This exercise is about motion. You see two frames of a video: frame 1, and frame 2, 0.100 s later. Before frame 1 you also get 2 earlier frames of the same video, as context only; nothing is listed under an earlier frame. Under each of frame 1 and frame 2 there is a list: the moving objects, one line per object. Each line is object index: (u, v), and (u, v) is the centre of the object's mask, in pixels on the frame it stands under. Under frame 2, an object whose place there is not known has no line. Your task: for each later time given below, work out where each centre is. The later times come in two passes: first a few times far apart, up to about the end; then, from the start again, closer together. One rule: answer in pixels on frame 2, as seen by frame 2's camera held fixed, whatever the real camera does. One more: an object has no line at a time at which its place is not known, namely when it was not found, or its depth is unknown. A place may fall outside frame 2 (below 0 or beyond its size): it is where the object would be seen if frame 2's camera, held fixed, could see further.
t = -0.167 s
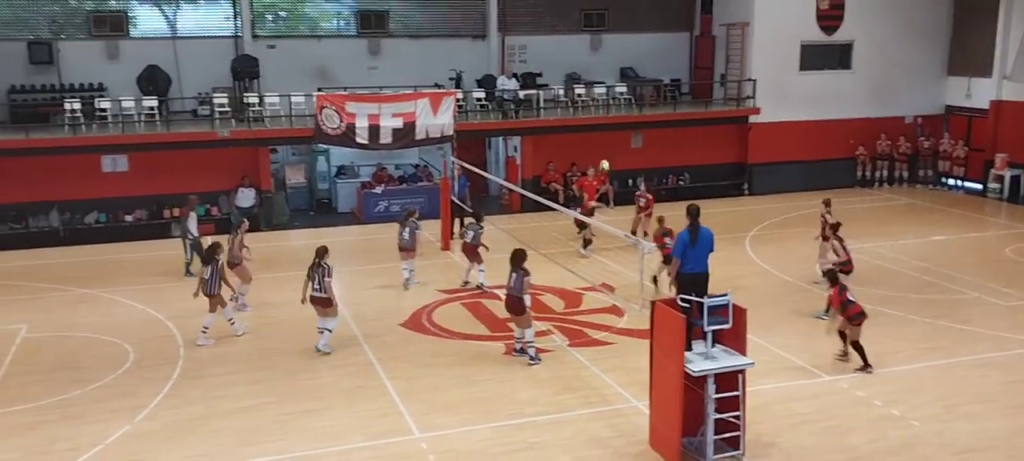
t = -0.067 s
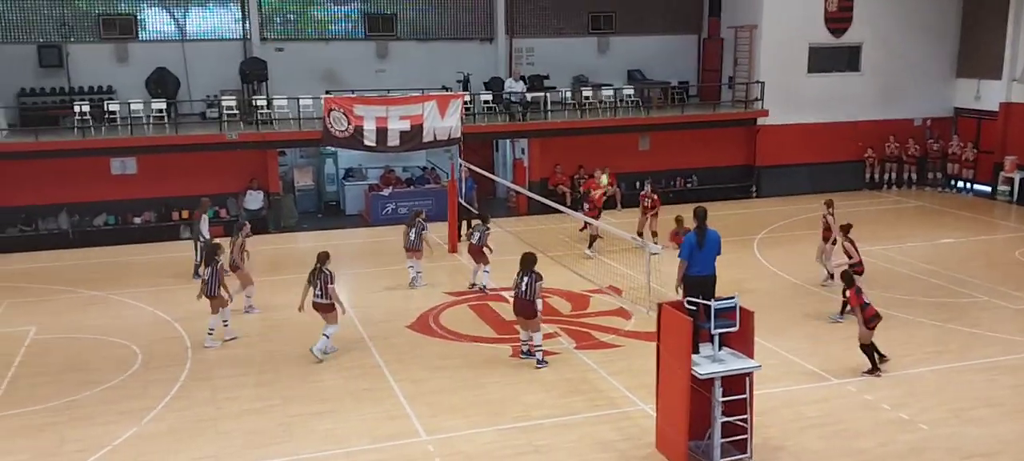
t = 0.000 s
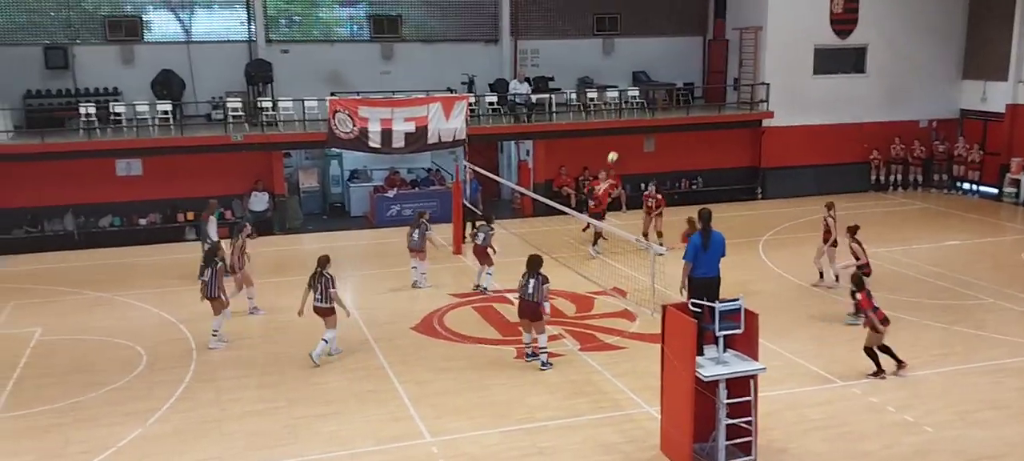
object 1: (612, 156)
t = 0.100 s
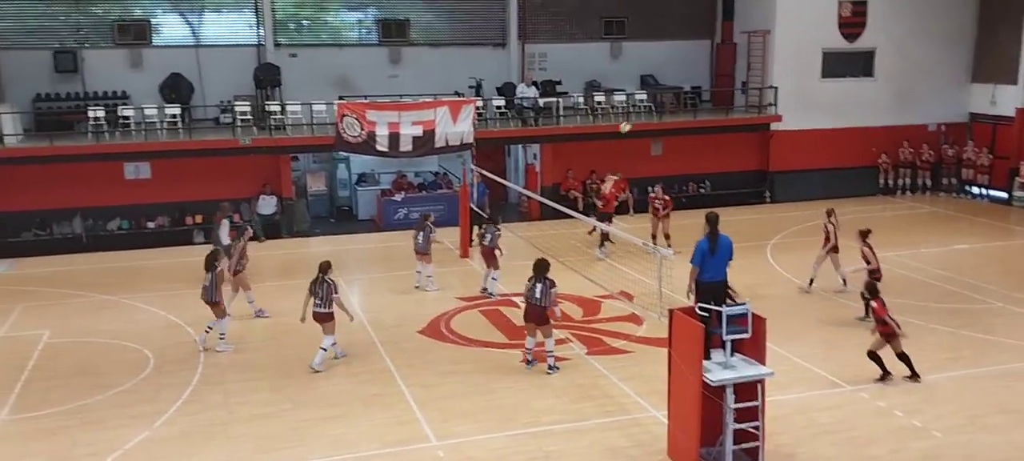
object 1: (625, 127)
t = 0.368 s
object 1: (640, 57)
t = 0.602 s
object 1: (652, 22)
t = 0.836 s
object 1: (665, 14)
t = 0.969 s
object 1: (672, 21)
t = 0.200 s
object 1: (630, 97)
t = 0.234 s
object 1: (633, 86)
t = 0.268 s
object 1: (635, 78)
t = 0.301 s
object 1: (636, 71)
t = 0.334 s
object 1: (638, 63)
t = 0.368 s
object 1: (640, 57)
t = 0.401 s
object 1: (641, 50)
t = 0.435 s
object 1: (643, 43)
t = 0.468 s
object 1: (645, 37)
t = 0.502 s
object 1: (646, 34)
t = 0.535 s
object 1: (649, 29)
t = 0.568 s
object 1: (650, 26)
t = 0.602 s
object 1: (652, 22)
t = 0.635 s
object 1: (655, 19)
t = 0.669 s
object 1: (656, 17)
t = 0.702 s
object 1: (658, 15)
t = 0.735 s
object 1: (660, 14)
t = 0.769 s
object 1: (661, 14)
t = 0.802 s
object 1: (663, 13)
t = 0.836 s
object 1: (665, 14)
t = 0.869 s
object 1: (667, 15)
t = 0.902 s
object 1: (668, 17)
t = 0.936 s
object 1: (670, 19)
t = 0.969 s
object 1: (672, 21)
